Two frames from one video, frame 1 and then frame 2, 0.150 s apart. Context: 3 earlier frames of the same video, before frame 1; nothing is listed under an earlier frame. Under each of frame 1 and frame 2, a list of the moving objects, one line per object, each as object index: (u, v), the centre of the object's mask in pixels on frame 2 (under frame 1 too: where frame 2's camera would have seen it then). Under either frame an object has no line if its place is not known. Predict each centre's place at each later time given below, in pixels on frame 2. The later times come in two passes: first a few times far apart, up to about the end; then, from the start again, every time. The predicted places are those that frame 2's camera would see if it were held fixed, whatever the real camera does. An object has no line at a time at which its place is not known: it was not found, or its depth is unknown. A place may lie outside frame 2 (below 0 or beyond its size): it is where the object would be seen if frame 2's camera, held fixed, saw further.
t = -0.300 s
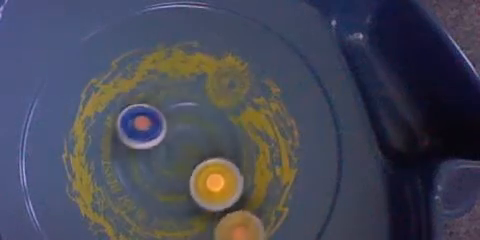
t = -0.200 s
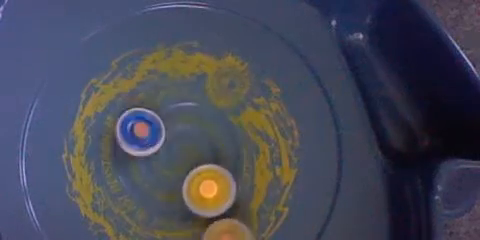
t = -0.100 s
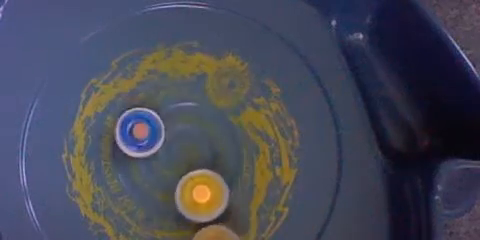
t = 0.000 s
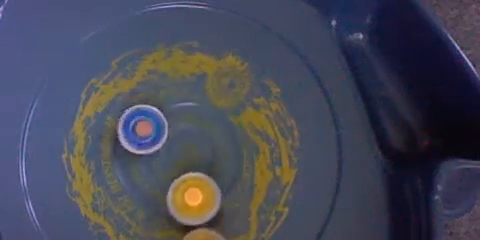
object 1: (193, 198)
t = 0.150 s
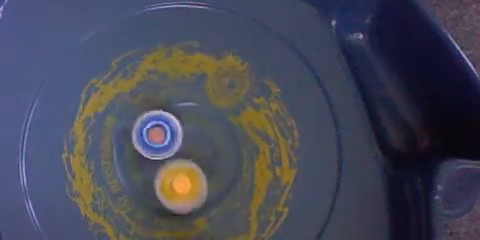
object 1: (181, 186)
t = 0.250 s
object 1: (186, 177)
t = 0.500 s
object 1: (177, 175)
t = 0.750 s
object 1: (210, 162)
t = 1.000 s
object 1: (218, 126)
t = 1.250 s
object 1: (217, 119)
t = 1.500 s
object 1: (217, 120)
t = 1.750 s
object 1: (222, 129)
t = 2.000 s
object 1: (253, 103)
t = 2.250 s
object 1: (294, 120)
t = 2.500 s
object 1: (275, 133)
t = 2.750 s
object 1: (299, 171)
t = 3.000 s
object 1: (260, 178)
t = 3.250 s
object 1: (214, 169)
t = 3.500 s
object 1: (221, 148)
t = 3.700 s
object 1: (231, 177)
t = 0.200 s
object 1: (182, 182)
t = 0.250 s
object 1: (186, 177)
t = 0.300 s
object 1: (187, 171)
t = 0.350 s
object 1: (186, 166)
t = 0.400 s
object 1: (184, 162)
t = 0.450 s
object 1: (182, 159)
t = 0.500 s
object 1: (177, 175)
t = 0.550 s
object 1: (172, 200)
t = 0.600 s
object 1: (170, 211)
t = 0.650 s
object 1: (186, 196)
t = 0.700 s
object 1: (199, 180)
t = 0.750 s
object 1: (210, 162)
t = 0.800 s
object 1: (219, 149)
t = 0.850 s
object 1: (220, 140)
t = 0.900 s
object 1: (219, 134)
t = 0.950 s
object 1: (219, 129)
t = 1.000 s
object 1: (218, 126)
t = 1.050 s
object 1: (218, 123)
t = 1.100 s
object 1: (221, 120)
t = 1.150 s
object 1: (222, 118)
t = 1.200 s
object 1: (220, 118)
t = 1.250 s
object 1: (217, 119)
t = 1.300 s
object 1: (217, 119)
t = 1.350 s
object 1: (218, 118)
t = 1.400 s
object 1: (218, 119)
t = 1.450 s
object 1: (217, 119)
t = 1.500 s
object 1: (217, 120)
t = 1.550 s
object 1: (218, 122)
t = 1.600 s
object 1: (219, 123)
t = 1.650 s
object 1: (220, 125)
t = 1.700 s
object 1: (221, 127)
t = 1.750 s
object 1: (222, 129)
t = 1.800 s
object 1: (224, 132)
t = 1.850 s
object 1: (225, 134)
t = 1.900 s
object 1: (226, 136)
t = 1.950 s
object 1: (241, 120)
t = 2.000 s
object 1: (253, 103)
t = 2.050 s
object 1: (260, 93)
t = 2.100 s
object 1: (279, 100)
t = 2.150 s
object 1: (291, 109)
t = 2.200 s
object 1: (295, 116)
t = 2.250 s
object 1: (294, 120)
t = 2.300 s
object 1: (292, 122)
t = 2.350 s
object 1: (288, 125)
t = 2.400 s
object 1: (283, 128)
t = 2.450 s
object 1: (278, 130)
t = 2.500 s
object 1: (275, 133)
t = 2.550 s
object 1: (295, 146)
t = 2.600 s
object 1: (307, 158)
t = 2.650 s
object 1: (308, 165)
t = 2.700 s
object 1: (304, 169)
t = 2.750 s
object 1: (299, 171)
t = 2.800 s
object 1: (293, 173)
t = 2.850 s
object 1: (287, 175)
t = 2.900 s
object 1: (279, 177)
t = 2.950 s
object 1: (269, 178)
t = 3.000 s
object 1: (260, 178)
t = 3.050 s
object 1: (251, 177)
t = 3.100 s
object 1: (240, 176)
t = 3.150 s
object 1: (230, 175)
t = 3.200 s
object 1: (221, 171)
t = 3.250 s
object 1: (214, 169)
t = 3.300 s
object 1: (207, 166)
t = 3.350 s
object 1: (208, 158)
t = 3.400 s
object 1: (214, 151)
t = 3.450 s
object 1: (216, 144)
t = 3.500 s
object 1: (221, 148)
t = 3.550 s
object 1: (230, 162)
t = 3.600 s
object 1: (234, 172)
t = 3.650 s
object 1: (235, 178)
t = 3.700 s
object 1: (231, 177)
